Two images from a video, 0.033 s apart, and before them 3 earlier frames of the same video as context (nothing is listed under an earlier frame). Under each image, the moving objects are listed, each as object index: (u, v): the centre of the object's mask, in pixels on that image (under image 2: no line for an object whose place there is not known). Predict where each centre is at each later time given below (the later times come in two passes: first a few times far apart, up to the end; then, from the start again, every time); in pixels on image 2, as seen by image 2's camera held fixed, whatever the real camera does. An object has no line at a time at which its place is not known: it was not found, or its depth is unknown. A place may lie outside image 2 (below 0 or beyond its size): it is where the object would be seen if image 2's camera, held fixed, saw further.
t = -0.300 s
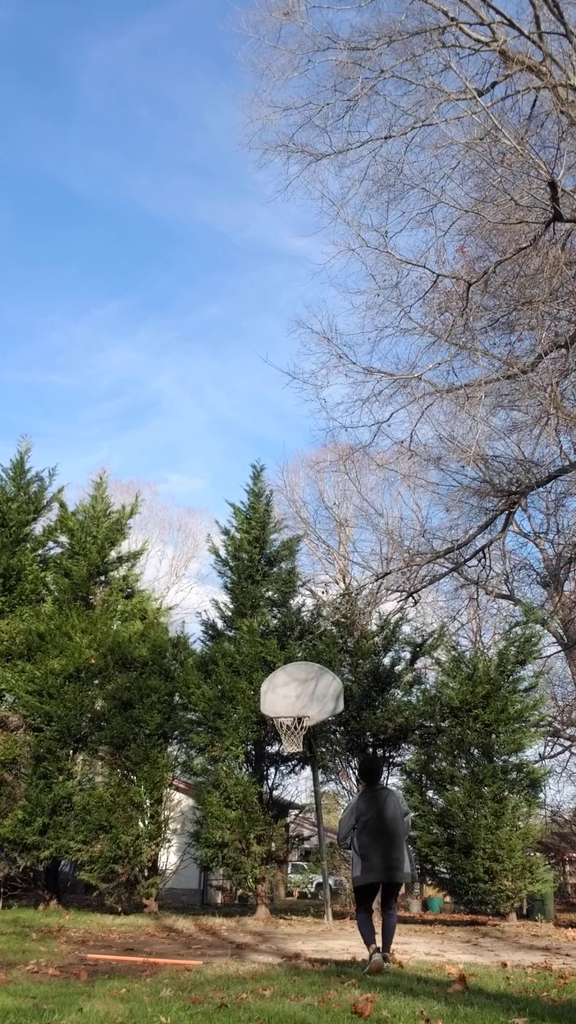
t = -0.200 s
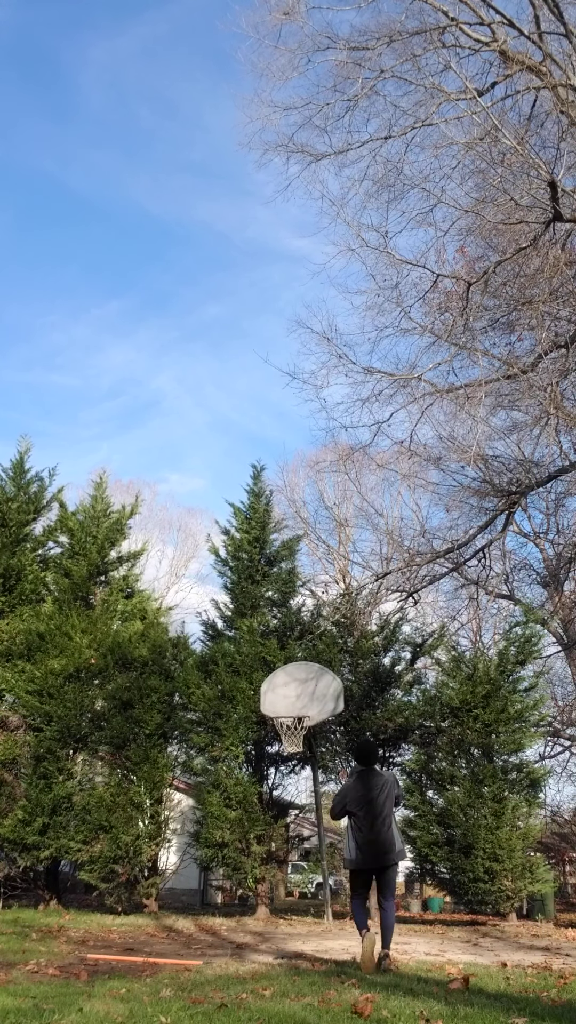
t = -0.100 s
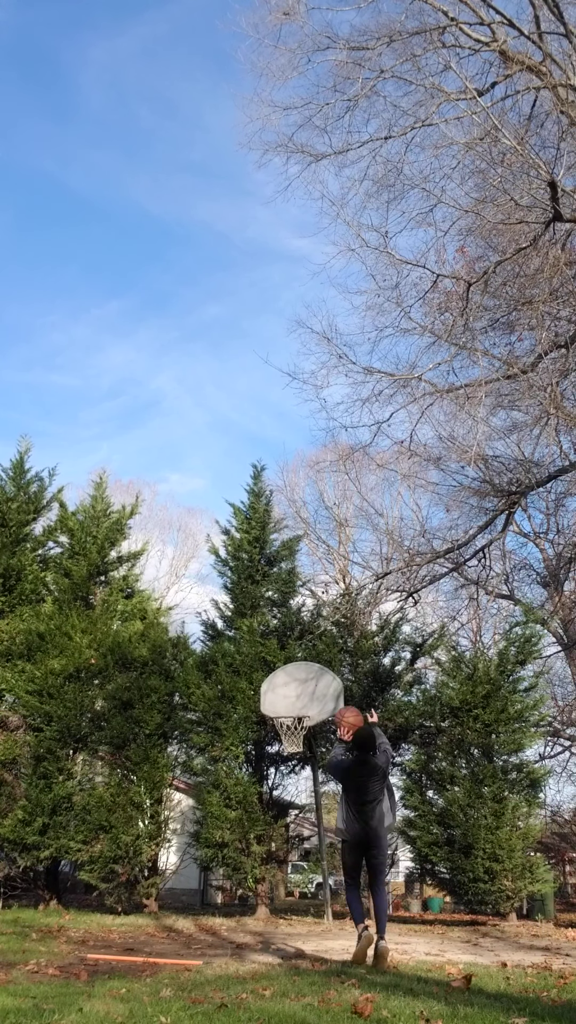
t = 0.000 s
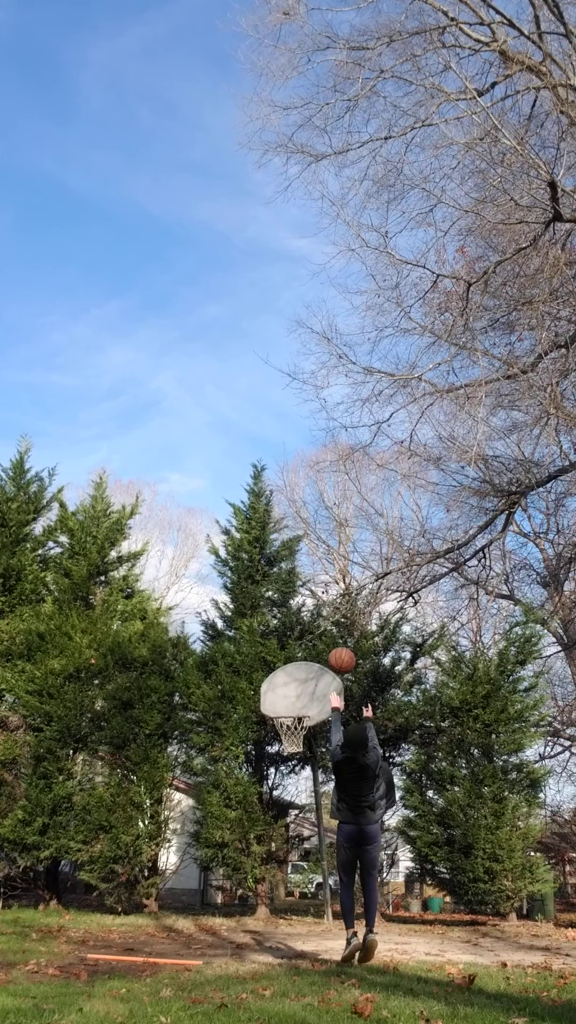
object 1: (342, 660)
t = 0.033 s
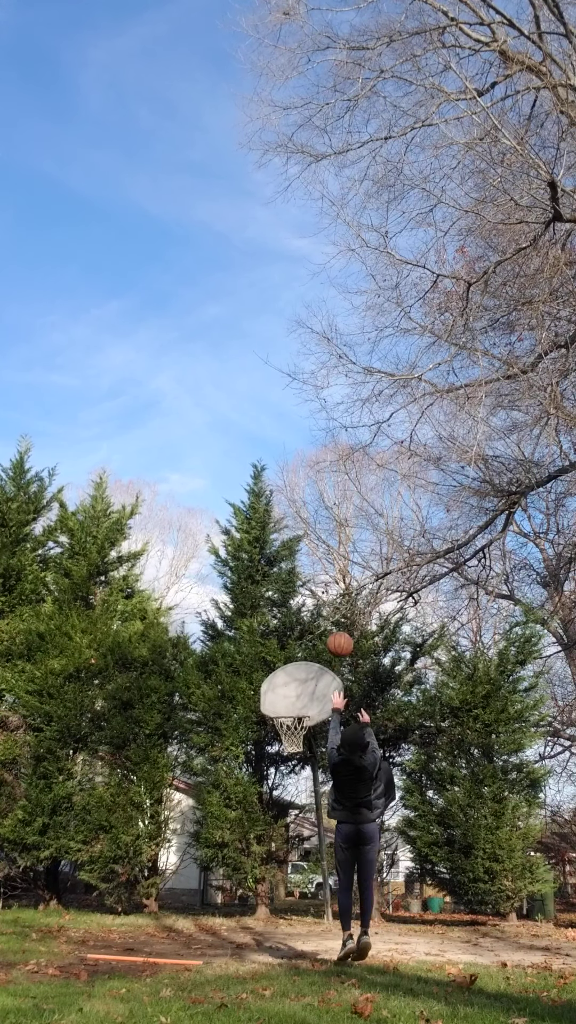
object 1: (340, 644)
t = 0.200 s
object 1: (331, 591)
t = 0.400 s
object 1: (321, 570)
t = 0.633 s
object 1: (311, 587)
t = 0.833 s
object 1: (305, 631)
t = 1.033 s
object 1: (297, 692)
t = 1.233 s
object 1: (283, 733)
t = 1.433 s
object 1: (291, 737)
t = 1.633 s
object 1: (296, 748)
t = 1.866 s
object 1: (289, 779)
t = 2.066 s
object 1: (283, 837)
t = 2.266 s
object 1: (276, 923)
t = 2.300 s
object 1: (276, 910)
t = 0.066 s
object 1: (338, 630)
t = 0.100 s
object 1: (336, 618)
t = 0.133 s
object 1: (334, 608)
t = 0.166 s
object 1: (332, 599)
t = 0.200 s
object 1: (331, 591)
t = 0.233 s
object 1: (329, 585)
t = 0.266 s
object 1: (327, 580)
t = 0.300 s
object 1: (326, 576)
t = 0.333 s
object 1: (324, 573)
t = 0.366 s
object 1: (322, 571)
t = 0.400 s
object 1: (321, 570)
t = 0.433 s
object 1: (320, 570)
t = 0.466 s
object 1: (318, 571)
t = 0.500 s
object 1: (317, 572)
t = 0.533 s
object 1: (315, 576)
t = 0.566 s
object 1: (314, 579)
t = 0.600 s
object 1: (313, 582)
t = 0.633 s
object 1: (311, 587)
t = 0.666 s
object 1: (310, 593)
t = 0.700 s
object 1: (309, 599)
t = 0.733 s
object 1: (308, 606)
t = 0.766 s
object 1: (307, 613)
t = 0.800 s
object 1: (306, 621)
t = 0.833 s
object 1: (305, 631)
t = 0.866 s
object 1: (304, 640)
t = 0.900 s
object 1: (303, 650)
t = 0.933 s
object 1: (302, 661)
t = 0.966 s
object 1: (301, 672)
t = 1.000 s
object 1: (300, 684)
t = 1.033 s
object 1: (297, 692)
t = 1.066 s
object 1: (293, 700)
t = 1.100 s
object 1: (290, 709)
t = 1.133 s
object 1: (286, 720)
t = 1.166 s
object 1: (283, 730)
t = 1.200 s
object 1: (281, 733)
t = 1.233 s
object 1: (283, 733)
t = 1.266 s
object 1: (284, 733)
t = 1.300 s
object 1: (286, 732)
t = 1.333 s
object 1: (287, 732)
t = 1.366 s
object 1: (288, 733)
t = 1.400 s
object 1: (289, 734)
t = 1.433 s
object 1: (291, 737)
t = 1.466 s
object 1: (292, 738)
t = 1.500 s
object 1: (294, 741)
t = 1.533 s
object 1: (295, 742)
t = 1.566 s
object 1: (295, 744)
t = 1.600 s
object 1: (296, 746)
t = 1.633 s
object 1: (296, 748)
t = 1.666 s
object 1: (294, 751)
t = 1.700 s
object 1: (294, 756)
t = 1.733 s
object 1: (293, 758)
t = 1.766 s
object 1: (293, 762)
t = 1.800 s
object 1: (292, 766)
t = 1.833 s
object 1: (290, 772)
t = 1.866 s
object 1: (289, 779)
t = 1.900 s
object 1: (288, 787)
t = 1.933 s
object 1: (287, 795)
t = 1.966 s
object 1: (286, 805)
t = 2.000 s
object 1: (286, 814)
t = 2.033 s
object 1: (285, 825)
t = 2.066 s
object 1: (283, 837)
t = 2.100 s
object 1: (282, 851)
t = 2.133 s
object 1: (281, 864)
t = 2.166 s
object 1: (280, 879)
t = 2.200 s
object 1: (279, 894)
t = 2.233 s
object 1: (278, 911)
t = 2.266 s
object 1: (276, 923)
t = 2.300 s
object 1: (276, 910)
